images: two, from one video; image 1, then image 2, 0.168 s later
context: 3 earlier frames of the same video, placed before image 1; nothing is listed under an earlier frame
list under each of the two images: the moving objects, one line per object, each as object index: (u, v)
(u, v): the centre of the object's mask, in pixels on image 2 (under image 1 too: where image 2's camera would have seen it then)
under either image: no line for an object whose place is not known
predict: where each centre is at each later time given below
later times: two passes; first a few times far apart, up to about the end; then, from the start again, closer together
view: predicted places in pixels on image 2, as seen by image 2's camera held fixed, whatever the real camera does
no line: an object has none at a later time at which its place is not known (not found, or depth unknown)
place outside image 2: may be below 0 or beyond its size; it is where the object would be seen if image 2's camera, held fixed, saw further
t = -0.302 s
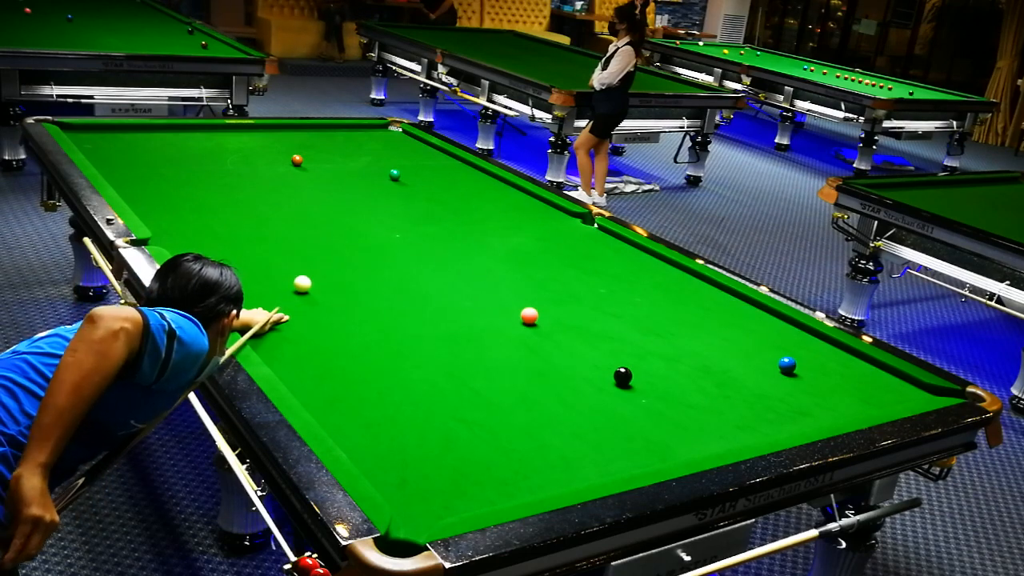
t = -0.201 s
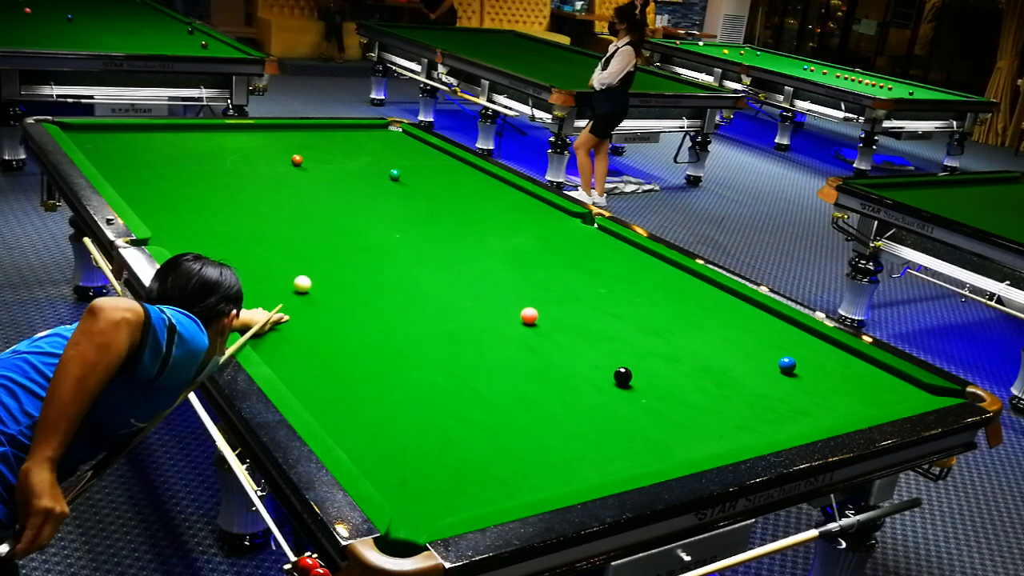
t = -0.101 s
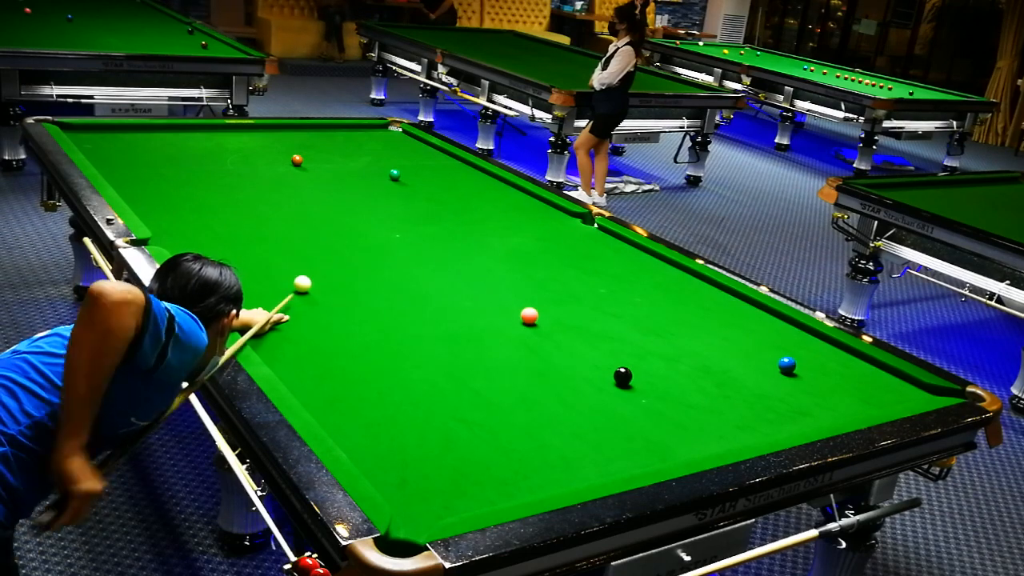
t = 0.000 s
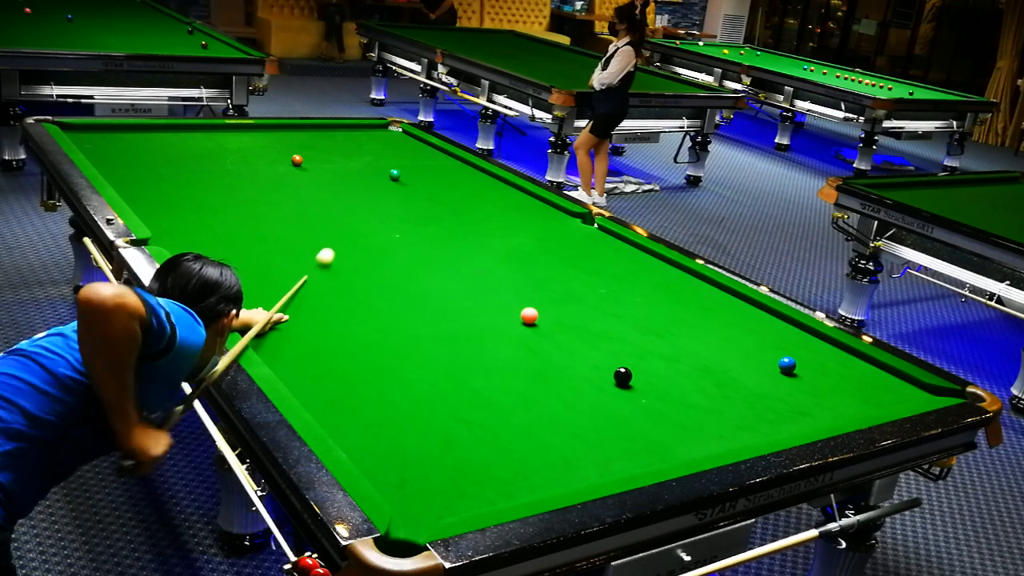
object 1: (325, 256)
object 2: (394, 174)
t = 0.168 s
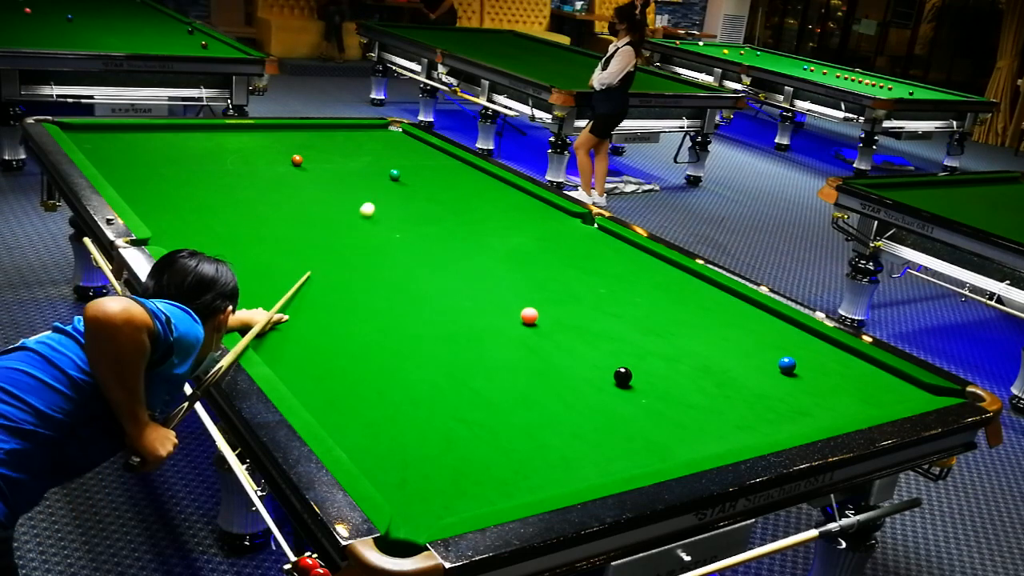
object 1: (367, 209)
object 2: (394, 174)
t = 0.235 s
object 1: (380, 195)
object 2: (394, 174)
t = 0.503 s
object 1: (420, 177)
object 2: (390, 152)
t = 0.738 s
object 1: (450, 177)
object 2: (386, 132)
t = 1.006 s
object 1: (482, 176)
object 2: (369, 126)
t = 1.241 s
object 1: (487, 176)
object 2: (331, 125)
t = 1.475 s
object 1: (473, 177)
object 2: (297, 126)
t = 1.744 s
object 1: (459, 179)
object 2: (257, 127)
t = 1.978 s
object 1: (447, 179)
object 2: (222, 127)
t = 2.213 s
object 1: (435, 180)
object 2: (187, 128)
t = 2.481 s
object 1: (424, 181)
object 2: (146, 128)
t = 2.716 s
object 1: (414, 182)
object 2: (110, 129)
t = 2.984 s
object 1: (404, 183)
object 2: (69, 130)
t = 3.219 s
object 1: (396, 183)
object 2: (87, 130)
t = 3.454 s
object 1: (389, 183)
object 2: (111, 130)
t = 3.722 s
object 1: (382, 184)
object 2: (136, 131)
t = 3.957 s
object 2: (156, 131)
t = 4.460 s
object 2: (192, 130)
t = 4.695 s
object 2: (209, 131)
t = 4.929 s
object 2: (222, 131)
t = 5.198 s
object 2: (236, 131)
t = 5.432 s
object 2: (246, 131)
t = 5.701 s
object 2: (257, 131)
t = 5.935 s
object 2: (265, 131)
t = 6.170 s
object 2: (272, 131)
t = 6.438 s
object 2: (279, 130)
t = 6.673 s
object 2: (284, 131)
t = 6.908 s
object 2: (287, 131)
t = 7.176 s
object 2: (290, 131)
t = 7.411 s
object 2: (291, 131)
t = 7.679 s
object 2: (292, 131)
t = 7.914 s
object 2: (292, 131)
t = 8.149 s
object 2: (292, 131)
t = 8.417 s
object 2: (292, 131)
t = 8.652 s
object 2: (292, 131)
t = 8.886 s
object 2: (292, 131)
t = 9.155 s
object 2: (291, 131)
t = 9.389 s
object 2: (291, 131)
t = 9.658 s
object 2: (291, 131)
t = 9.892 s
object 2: (291, 131)
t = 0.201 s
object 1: (374, 202)
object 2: (394, 174)
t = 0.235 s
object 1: (380, 195)
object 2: (394, 174)
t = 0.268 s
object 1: (385, 189)
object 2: (394, 174)
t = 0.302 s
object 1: (390, 183)
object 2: (394, 173)
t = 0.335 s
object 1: (396, 178)
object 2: (392, 171)
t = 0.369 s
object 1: (401, 177)
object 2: (393, 169)
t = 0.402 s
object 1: (406, 177)
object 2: (392, 165)
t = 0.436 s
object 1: (411, 177)
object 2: (391, 160)
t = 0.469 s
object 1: (416, 177)
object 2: (390, 156)
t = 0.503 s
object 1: (420, 177)
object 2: (390, 152)
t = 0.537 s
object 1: (425, 177)
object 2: (389, 148)
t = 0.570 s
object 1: (429, 177)
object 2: (389, 145)
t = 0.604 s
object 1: (434, 177)
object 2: (388, 142)
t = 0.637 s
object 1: (438, 177)
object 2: (387, 139)
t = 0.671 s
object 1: (442, 177)
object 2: (387, 136)
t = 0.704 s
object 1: (446, 177)
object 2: (386, 134)
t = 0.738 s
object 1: (450, 177)
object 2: (386, 132)
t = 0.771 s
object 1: (454, 177)
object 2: (385, 129)
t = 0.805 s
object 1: (458, 177)
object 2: (385, 126)
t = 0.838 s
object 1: (462, 177)
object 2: (390, 126)
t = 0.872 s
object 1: (467, 177)
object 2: (394, 126)
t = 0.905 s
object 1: (470, 177)
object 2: (387, 126)
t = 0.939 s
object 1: (474, 176)
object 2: (381, 126)
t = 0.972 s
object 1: (478, 176)
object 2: (375, 126)
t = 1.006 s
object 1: (482, 176)
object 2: (369, 126)
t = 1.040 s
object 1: (486, 176)
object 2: (364, 126)
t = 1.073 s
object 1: (489, 176)
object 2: (358, 126)
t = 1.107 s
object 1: (493, 176)
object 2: (353, 126)
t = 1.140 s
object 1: (493, 176)
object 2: (348, 126)
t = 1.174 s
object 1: (491, 176)
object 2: (342, 126)
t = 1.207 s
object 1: (489, 176)
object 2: (337, 126)
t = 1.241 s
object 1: (487, 176)
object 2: (331, 125)
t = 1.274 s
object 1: (485, 177)
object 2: (326, 126)
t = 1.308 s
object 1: (483, 177)
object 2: (321, 126)
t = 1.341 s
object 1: (481, 177)
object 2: (316, 126)
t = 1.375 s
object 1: (479, 177)
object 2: (311, 126)
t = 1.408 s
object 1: (477, 177)
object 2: (306, 126)
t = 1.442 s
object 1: (475, 177)
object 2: (301, 126)
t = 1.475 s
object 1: (473, 177)
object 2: (297, 126)
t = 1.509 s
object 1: (471, 178)
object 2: (292, 126)
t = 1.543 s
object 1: (470, 178)
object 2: (287, 126)
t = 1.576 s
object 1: (468, 178)
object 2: (282, 126)
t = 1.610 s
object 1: (466, 178)
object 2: (277, 126)
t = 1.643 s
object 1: (464, 178)
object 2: (272, 126)
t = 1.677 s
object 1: (463, 178)
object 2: (267, 127)
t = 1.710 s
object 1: (461, 179)
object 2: (262, 127)
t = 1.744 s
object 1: (459, 179)
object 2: (257, 127)
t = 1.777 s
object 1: (457, 179)
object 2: (252, 127)
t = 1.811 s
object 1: (455, 179)
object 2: (247, 127)
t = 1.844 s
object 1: (454, 179)
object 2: (242, 127)
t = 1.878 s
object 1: (452, 179)
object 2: (237, 127)
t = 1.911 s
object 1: (450, 179)
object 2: (232, 127)
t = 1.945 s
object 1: (448, 179)
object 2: (228, 127)
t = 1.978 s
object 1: (447, 179)
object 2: (222, 127)
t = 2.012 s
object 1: (445, 179)
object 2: (217, 127)
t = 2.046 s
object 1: (443, 180)
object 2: (212, 127)
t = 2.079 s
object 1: (442, 180)
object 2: (207, 128)
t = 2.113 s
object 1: (440, 180)
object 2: (202, 128)
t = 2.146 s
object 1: (438, 180)
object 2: (197, 128)
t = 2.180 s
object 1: (437, 180)
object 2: (192, 128)
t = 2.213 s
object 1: (435, 180)
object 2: (187, 128)
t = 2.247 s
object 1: (434, 180)
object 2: (182, 128)
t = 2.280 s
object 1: (432, 181)
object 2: (177, 128)
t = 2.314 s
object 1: (431, 181)
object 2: (172, 128)
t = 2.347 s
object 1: (429, 181)
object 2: (167, 128)
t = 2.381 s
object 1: (428, 181)
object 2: (161, 128)
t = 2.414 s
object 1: (426, 181)
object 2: (156, 128)
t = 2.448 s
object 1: (425, 181)
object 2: (151, 129)
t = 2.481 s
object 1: (424, 181)
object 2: (146, 128)
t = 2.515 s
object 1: (422, 181)
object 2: (141, 128)
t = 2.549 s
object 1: (421, 181)
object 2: (136, 129)
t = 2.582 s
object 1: (419, 182)
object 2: (131, 129)
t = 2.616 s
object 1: (418, 182)
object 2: (125, 129)
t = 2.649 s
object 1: (416, 182)
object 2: (120, 129)
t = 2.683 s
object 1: (415, 182)
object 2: (115, 129)
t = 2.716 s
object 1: (414, 182)
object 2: (110, 129)
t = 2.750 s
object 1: (412, 182)
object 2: (105, 129)
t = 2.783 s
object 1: (411, 182)
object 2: (100, 129)
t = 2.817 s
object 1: (410, 182)
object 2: (94, 129)
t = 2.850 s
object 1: (409, 182)
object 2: (89, 129)
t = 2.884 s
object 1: (407, 182)
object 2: (84, 129)
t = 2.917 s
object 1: (406, 182)
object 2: (79, 129)
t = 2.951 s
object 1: (405, 183)
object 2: (74, 130)
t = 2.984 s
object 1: (404, 183)
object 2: (69, 130)
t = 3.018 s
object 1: (403, 183)
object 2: (66, 129)
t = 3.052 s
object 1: (401, 183)
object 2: (69, 130)
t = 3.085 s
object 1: (400, 183)
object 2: (73, 130)
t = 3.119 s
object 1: (399, 183)
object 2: (76, 130)
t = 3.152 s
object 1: (398, 183)
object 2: (80, 130)
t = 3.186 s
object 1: (397, 183)
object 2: (83, 130)
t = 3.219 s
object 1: (396, 183)
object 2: (87, 130)
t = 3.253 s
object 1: (395, 183)
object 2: (91, 130)
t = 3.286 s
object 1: (394, 183)
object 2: (94, 130)
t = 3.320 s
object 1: (393, 183)
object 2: (97, 130)
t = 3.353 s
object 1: (392, 183)
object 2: (101, 130)
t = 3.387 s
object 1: (391, 183)
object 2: (105, 130)
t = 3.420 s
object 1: (390, 183)
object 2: (108, 130)
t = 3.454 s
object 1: (389, 183)
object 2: (111, 130)
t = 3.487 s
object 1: (388, 184)
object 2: (114, 130)
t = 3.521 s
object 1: (387, 184)
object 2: (118, 130)
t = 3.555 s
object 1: (386, 184)
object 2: (121, 131)
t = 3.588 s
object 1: (385, 184)
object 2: (124, 131)
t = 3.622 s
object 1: (384, 184)
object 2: (127, 130)
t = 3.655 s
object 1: (384, 184)
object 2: (130, 131)
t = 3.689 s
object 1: (383, 184)
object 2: (133, 131)
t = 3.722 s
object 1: (382, 184)
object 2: (136, 131)
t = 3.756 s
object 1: (381, 184)
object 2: (139, 131)
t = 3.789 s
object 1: (380, 184)
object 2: (142, 131)
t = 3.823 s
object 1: (380, 184)
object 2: (145, 131)
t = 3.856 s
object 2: (148, 131)
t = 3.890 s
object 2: (150, 131)
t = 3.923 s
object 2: (153, 131)
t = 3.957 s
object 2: (156, 131)
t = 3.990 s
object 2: (159, 130)
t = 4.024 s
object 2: (162, 131)
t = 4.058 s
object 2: (167, 131)
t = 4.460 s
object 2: (192, 130)
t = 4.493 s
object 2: (196, 130)
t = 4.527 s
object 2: (198, 131)
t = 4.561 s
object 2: (200, 131)
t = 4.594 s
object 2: (202, 131)
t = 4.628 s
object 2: (205, 131)
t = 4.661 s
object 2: (207, 131)
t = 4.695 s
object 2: (209, 131)
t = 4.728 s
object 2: (211, 131)
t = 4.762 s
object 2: (213, 131)
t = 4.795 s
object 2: (215, 131)
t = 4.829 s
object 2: (217, 131)
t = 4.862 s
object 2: (218, 131)
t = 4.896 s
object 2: (220, 131)
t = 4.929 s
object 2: (222, 131)
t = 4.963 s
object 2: (224, 131)
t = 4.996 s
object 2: (226, 131)
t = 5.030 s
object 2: (227, 131)
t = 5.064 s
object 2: (229, 131)
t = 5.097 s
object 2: (231, 131)
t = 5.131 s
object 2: (232, 131)
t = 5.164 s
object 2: (234, 131)
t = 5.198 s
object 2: (236, 131)
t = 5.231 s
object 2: (238, 131)
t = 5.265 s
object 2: (239, 131)
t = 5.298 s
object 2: (241, 131)
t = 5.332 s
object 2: (242, 131)
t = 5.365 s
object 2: (243, 131)
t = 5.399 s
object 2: (245, 131)
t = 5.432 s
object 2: (246, 131)
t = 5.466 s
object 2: (248, 131)
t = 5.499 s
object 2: (249, 131)
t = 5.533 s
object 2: (251, 131)
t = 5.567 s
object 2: (252, 131)
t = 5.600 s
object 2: (253, 131)
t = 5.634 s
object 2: (255, 131)
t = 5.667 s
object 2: (256, 131)
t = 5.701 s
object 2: (257, 131)
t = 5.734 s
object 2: (258, 131)
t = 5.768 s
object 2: (260, 131)
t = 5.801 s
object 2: (261, 131)
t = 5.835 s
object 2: (262, 131)
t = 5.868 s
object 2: (263, 130)
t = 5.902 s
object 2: (264, 131)
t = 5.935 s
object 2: (265, 131)
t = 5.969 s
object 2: (266, 130)
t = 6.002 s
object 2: (267, 131)
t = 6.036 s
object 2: (268, 131)
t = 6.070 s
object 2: (269, 131)
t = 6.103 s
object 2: (270, 131)
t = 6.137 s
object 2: (271, 131)
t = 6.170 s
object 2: (272, 131)
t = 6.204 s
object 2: (273, 131)
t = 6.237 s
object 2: (274, 131)
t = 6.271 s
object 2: (275, 131)
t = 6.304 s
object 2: (276, 130)
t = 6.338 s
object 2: (277, 130)
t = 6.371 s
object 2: (277, 131)
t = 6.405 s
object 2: (278, 131)
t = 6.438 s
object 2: (279, 130)
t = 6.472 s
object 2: (280, 131)
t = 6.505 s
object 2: (280, 131)
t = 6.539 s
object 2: (281, 131)
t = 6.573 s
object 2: (282, 131)
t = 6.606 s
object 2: (282, 131)
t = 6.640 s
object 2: (283, 131)
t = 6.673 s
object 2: (284, 131)
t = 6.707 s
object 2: (284, 131)
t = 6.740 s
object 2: (285, 131)
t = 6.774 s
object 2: (285, 131)
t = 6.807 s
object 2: (286, 131)
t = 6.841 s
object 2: (286, 131)
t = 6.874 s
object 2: (287, 131)
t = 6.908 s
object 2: (287, 131)
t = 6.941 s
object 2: (287, 131)
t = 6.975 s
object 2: (288, 131)
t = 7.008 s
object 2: (288, 131)
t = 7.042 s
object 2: (289, 131)
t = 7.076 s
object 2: (289, 131)
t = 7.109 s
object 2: (289, 131)
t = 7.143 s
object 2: (289, 131)
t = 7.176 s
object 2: (290, 131)
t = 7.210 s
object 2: (290, 131)
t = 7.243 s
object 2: (290, 131)
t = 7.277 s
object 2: (291, 131)
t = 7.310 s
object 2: (291, 131)
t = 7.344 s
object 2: (291, 131)
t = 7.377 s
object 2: (291, 131)
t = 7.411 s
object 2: (291, 131)
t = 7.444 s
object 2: (292, 131)
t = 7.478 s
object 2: (292, 131)
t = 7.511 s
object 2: (292, 131)
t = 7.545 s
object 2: (292, 131)
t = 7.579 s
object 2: (292, 131)
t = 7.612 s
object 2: (292, 131)
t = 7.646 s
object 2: (292, 131)
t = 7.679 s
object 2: (292, 131)
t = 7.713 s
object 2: (292, 131)
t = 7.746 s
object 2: (292, 131)
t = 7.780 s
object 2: (292, 131)
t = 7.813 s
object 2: (292, 131)
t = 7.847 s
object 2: (292, 131)
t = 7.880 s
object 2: (292, 131)
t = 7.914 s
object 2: (292, 131)
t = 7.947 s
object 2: (292, 131)
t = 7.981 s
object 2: (292, 131)
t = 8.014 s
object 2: (292, 131)
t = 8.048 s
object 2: (292, 131)
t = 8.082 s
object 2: (292, 131)
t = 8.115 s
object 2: (292, 131)
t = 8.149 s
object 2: (292, 131)
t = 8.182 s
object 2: (292, 131)
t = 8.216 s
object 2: (292, 131)
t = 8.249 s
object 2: (292, 131)
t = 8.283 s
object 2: (292, 131)
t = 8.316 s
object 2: (292, 131)
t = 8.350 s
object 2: (292, 131)
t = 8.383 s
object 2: (292, 131)
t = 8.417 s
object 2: (292, 131)
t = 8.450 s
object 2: (292, 131)
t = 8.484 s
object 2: (292, 131)
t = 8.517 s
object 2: (292, 131)
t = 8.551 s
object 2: (292, 131)
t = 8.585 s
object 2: (292, 131)
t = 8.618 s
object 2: (292, 131)
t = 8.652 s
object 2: (292, 131)
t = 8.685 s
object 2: (292, 131)
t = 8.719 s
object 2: (292, 131)
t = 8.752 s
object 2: (292, 131)
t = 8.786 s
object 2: (292, 131)
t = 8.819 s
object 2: (292, 131)
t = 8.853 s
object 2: (292, 131)
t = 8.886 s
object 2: (292, 131)
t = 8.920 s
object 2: (291, 131)
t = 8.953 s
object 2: (291, 131)
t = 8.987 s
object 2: (291, 131)
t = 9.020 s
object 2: (291, 131)
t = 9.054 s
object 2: (291, 131)
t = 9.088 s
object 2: (291, 131)
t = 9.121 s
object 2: (291, 131)
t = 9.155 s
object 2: (291, 131)
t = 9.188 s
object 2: (291, 131)
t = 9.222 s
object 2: (291, 131)
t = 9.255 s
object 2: (291, 131)
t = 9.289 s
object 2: (291, 131)
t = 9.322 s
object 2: (291, 131)
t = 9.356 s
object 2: (291, 131)
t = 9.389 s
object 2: (291, 131)
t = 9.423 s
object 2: (291, 131)
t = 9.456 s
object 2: (291, 131)
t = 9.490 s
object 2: (291, 131)
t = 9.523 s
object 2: (291, 131)
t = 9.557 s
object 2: (291, 131)
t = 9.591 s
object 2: (291, 131)
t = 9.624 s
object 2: (291, 131)
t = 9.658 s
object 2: (291, 131)
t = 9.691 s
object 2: (291, 131)
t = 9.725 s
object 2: (292, 131)
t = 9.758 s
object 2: (292, 131)
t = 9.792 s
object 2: (291, 131)
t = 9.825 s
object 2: (291, 131)
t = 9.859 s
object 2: (291, 131)
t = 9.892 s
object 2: (291, 131)
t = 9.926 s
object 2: (291, 131)
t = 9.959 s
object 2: (291, 131)
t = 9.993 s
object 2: (291, 131)
